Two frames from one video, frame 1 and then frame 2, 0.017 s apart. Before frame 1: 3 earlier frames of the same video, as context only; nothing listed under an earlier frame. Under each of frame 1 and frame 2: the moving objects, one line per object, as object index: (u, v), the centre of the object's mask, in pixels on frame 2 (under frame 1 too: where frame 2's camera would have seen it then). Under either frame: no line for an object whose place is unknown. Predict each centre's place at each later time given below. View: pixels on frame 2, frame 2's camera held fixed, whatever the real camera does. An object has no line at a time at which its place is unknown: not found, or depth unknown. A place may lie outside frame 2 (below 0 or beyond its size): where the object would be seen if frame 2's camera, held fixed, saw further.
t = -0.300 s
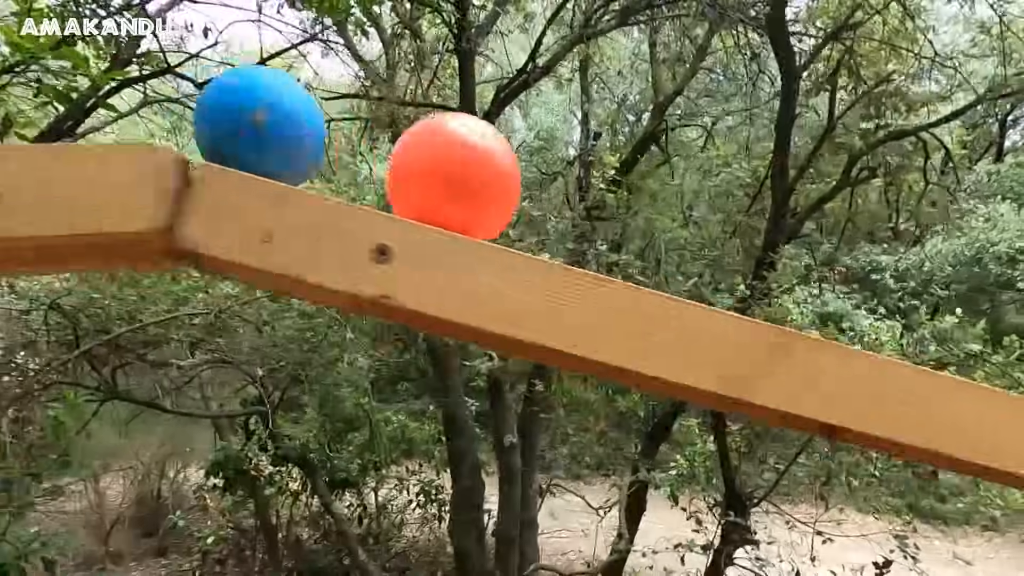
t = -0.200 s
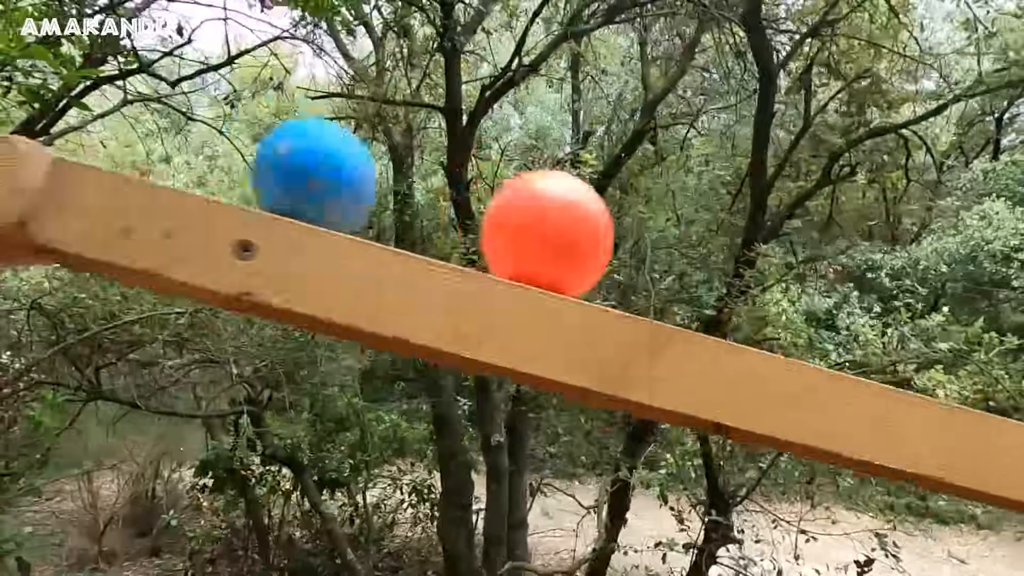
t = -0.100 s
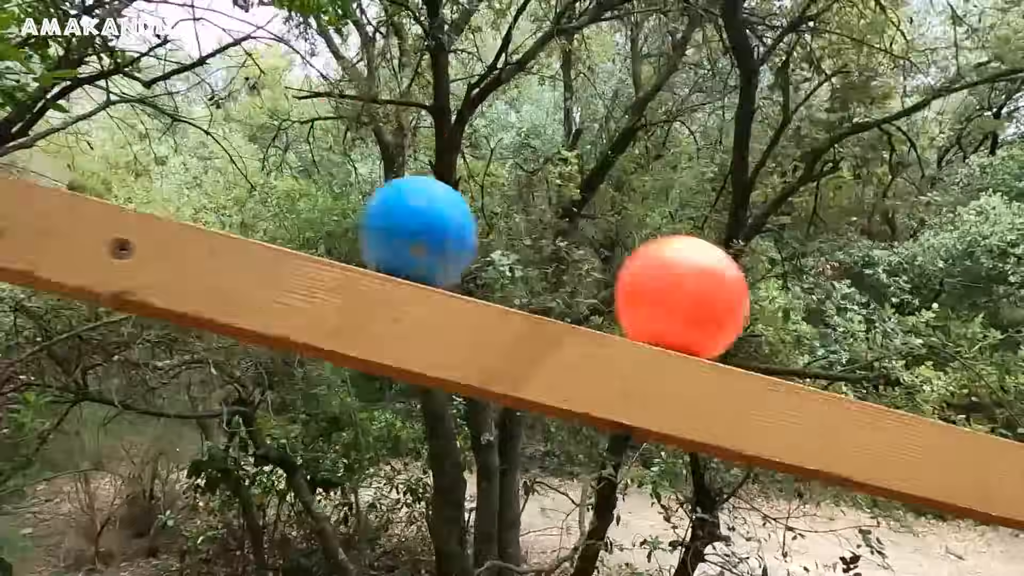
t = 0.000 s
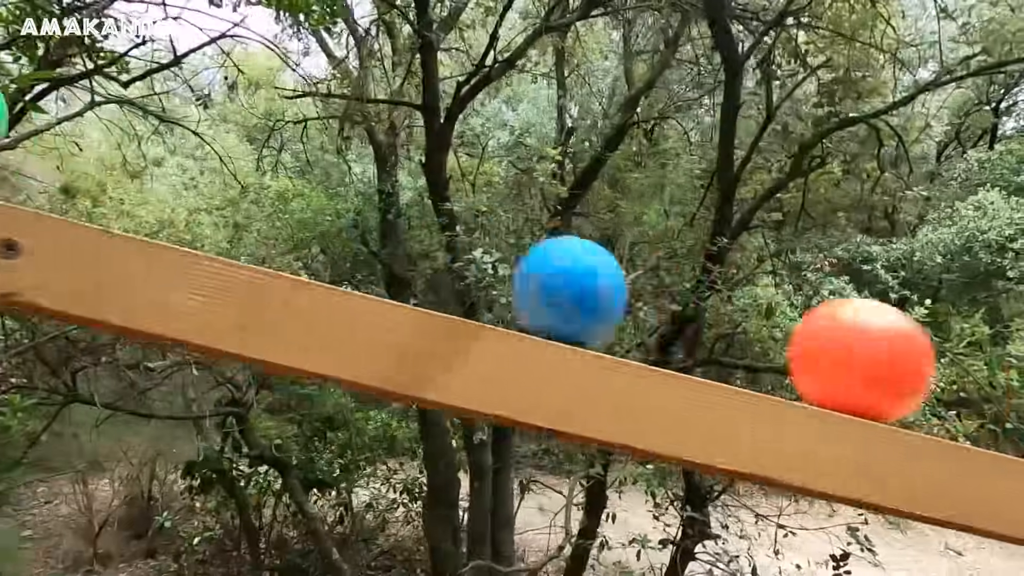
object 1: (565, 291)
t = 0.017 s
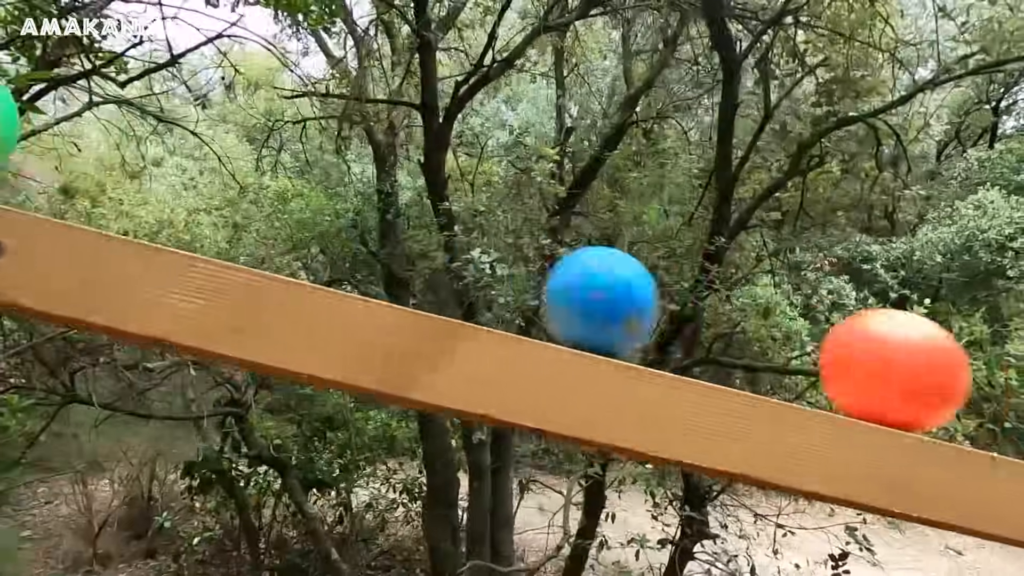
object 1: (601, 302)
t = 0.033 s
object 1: (637, 313)
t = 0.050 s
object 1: (673, 324)
